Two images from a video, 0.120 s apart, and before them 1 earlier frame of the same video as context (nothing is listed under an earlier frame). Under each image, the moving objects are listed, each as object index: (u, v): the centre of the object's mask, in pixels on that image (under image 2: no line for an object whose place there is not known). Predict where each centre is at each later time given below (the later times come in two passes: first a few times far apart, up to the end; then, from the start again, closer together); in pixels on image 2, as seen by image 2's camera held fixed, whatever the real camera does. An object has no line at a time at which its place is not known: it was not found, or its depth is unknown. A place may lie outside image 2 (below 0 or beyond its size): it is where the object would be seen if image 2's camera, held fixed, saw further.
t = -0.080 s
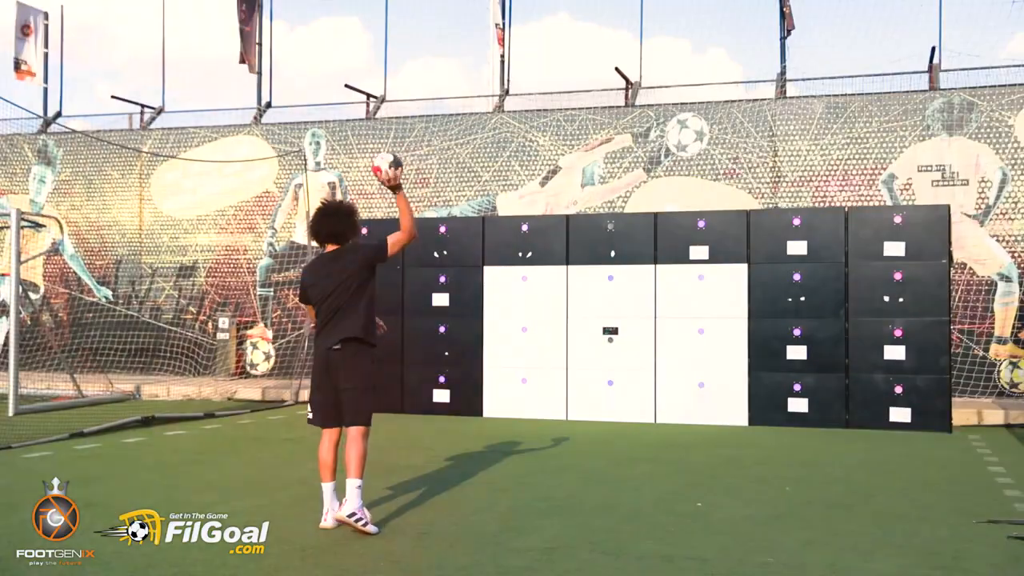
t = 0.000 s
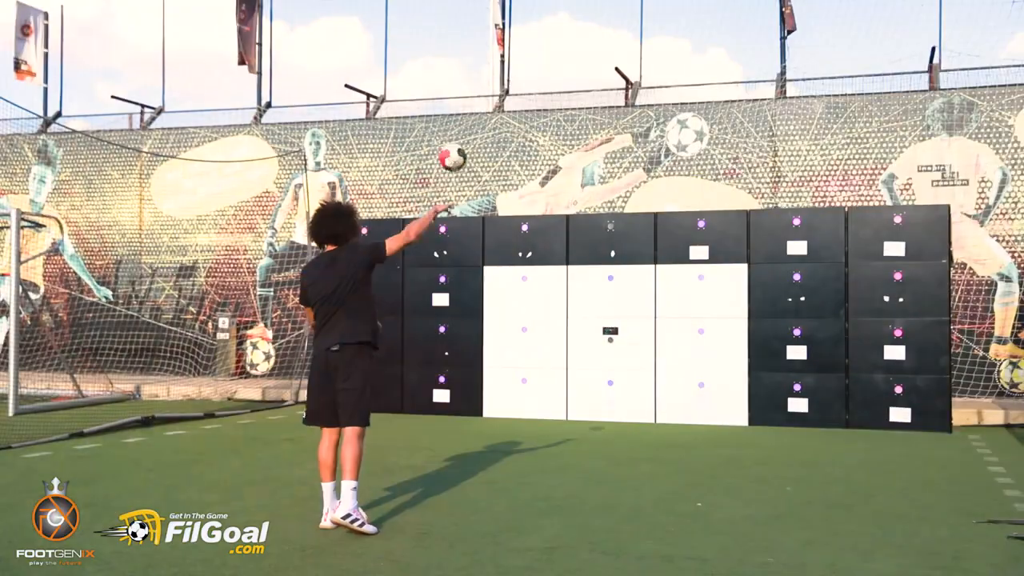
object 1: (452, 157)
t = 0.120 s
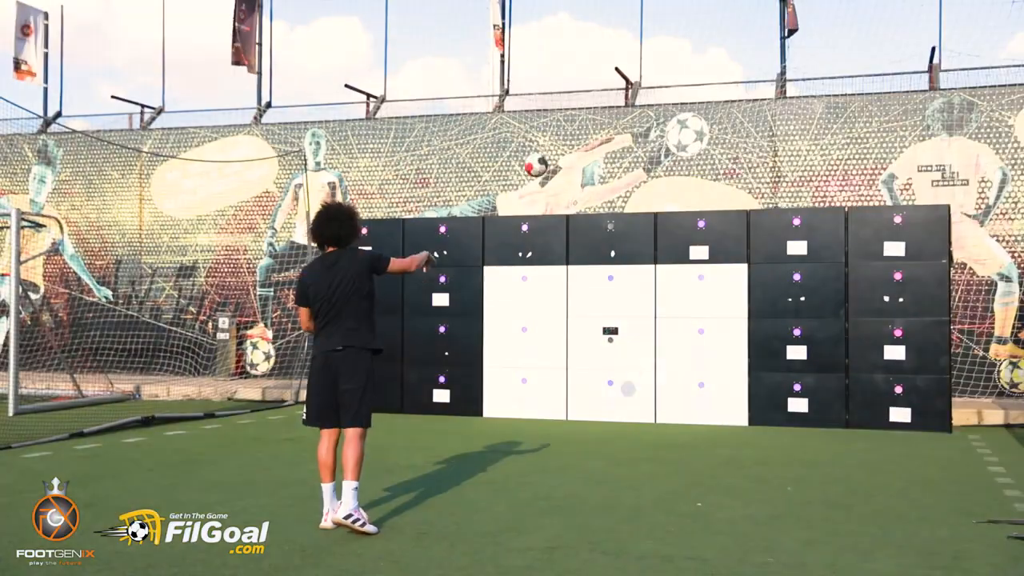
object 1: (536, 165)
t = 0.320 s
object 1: (630, 203)
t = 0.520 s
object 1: (691, 259)
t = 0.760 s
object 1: (692, 323)
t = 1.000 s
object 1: (694, 436)
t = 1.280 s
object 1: (697, 347)
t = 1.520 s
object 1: (700, 337)
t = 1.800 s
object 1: (704, 432)
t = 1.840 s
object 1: (705, 457)
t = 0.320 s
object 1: (630, 203)
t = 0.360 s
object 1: (644, 212)
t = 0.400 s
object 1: (657, 223)
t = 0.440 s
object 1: (669, 234)
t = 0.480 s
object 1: (681, 246)
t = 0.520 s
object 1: (691, 259)
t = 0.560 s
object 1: (692, 265)
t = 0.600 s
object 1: (692, 272)
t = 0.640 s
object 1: (692, 282)
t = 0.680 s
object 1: (692, 294)
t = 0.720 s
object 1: (692, 307)
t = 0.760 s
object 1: (692, 323)
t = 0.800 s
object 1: (693, 341)
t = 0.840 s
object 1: (693, 361)
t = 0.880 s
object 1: (693, 384)
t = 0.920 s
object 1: (693, 409)
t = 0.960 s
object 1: (694, 437)
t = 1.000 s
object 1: (694, 436)
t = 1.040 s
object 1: (694, 420)
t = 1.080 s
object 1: (695, 403)
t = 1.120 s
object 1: (695, 389)
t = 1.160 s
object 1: (696, 377)
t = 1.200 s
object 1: (696, 365)
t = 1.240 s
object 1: (696, 355)
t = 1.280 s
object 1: (697, 347)
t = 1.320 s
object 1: (697, 341)
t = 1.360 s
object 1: (698, 336)
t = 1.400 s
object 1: (698, 333)
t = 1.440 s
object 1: (699, 332)
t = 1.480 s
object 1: (699, 334)
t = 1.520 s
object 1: (700, 337)
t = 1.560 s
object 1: (700, 342)
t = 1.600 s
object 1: (701, 350)
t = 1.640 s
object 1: (702, 362)
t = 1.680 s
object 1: (702, 375)
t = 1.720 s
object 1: (703, 391)
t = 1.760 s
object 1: (703, 409)
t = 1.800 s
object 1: (704, 432)
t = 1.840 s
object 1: (705, 457)
